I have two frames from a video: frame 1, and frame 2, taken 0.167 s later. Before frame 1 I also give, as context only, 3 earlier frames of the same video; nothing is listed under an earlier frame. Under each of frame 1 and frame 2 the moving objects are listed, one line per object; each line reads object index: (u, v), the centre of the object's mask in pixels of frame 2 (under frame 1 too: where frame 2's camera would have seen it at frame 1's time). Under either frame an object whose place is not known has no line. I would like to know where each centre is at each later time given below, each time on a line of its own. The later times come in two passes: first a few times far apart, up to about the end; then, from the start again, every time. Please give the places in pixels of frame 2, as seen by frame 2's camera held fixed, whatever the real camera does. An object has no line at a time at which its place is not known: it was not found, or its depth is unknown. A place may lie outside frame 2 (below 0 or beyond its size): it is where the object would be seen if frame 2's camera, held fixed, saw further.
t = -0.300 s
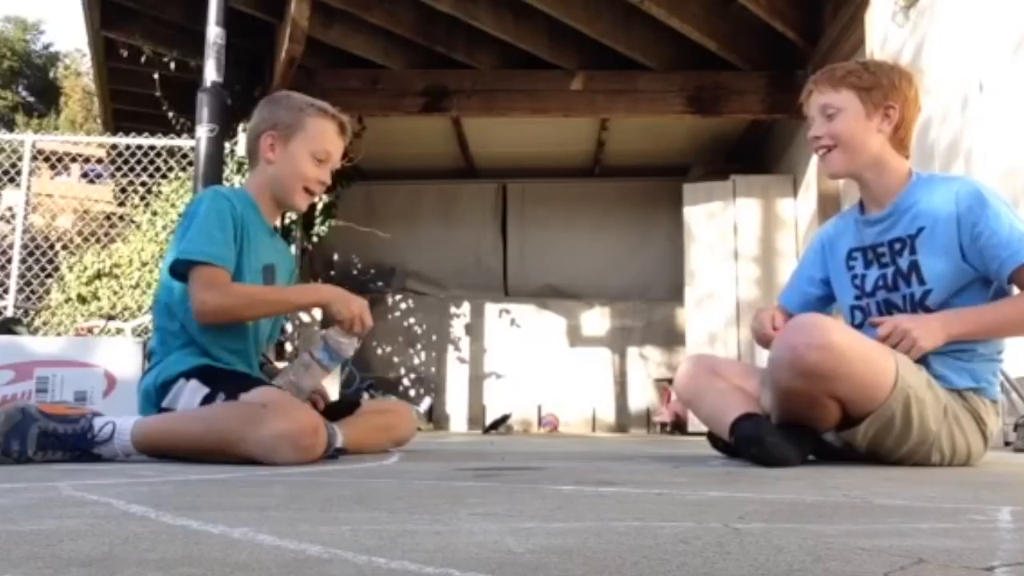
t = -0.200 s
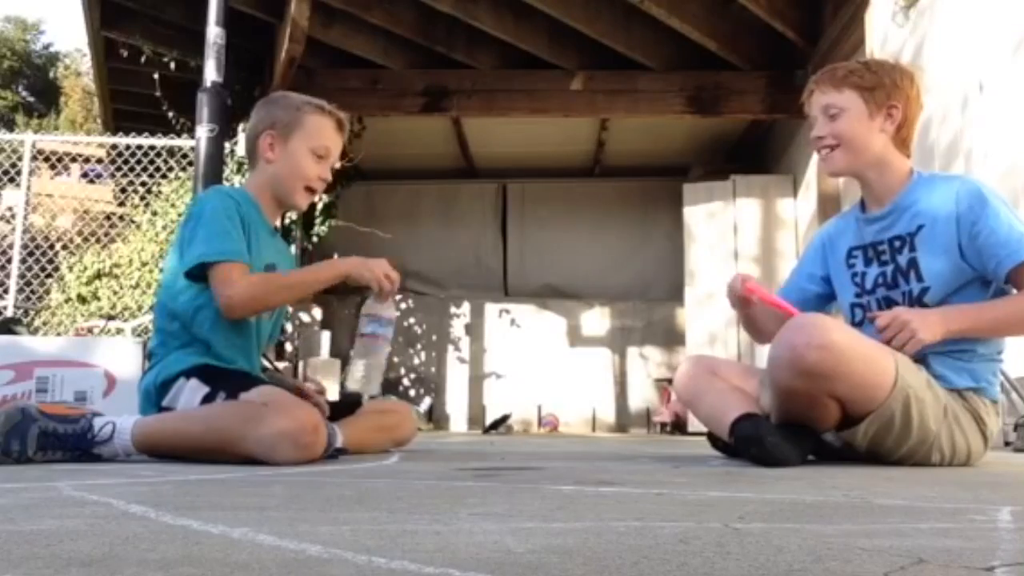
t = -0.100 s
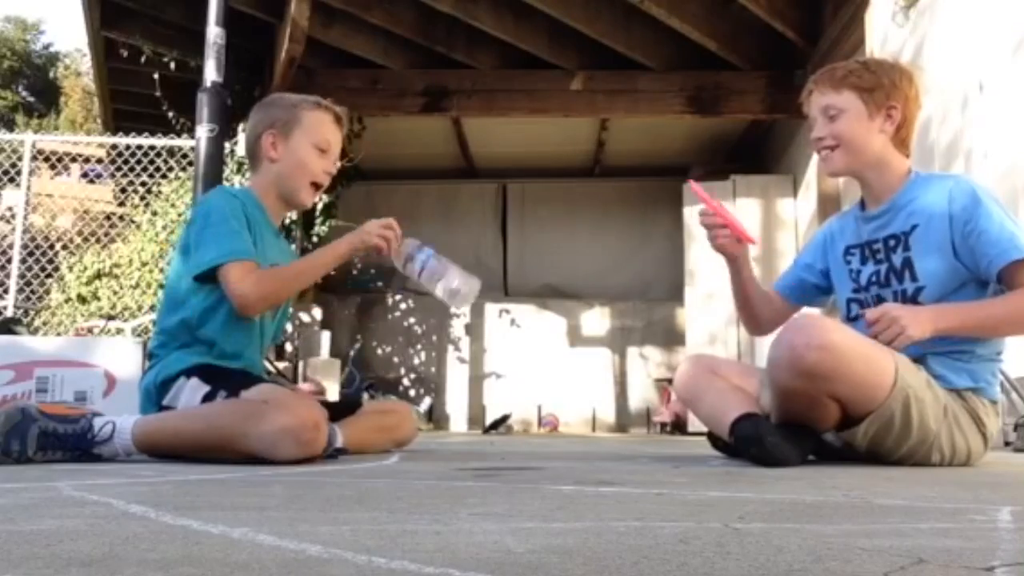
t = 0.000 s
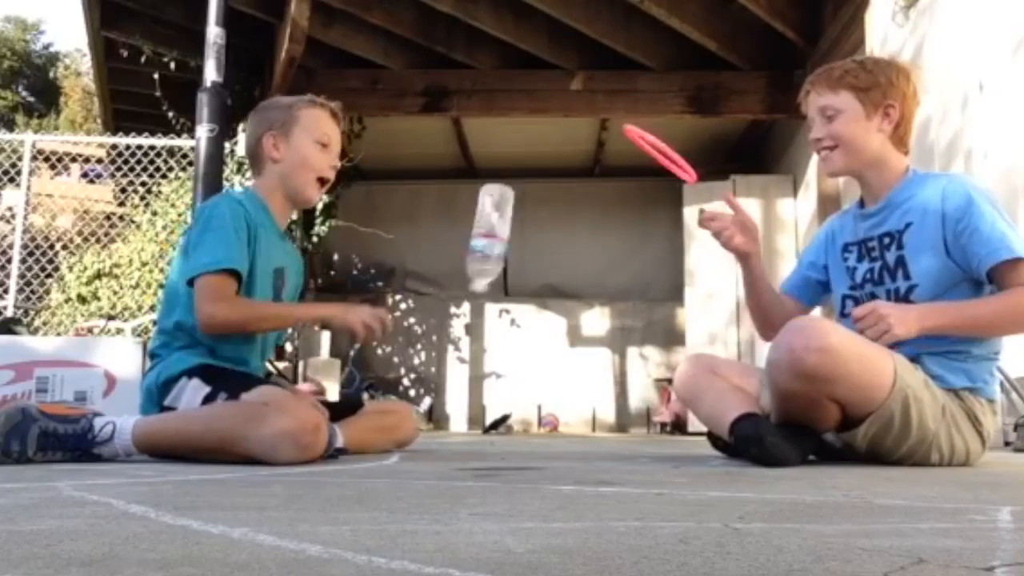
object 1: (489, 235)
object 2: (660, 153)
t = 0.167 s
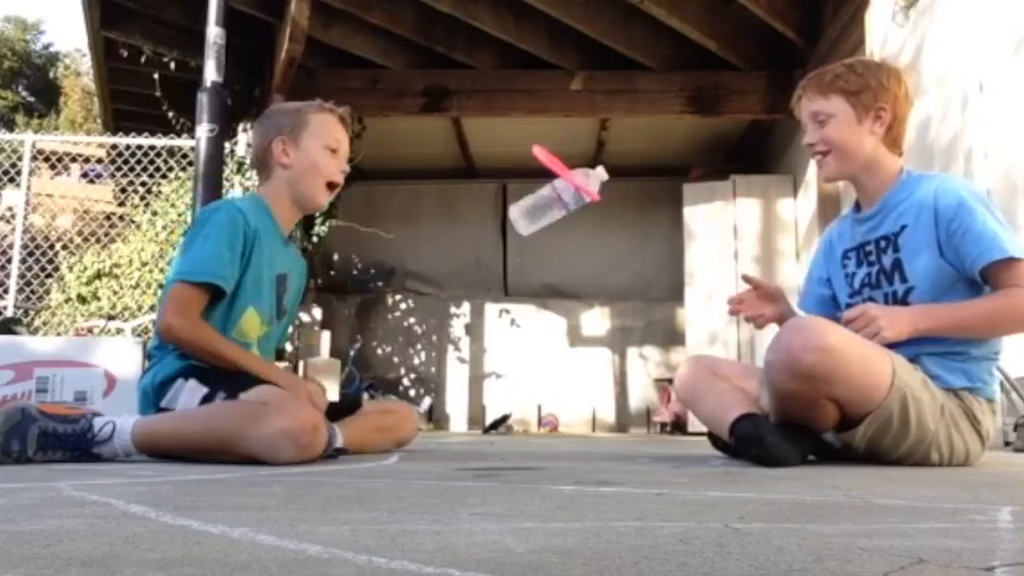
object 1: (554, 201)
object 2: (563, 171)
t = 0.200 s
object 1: (560, 215)
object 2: (558, 195)
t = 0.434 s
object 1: (591, 405)
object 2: (581, 451)
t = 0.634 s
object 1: (605, 403)
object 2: (581, 455)
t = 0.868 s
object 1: (601, 402)
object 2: (581, 455)
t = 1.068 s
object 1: (602, 401)
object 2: (581, 455)
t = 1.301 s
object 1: (601, 400)
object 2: (582, 455)
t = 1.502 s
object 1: (601, 380)
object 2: (569, 455)
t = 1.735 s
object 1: (601, 381)
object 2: (569, 455)
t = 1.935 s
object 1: (601, 384)
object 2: (572, 455)
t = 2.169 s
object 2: (574, 455)
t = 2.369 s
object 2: (579, 455)
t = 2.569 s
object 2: (586, 456)
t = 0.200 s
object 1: (560, 215)
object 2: (558, 195)
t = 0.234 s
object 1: (567, 235)
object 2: (553, 219)
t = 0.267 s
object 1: (574, 261)
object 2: (560, 252)
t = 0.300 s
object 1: (578, 292)
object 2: (555, 280)
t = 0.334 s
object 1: (586, 323)
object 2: (573, 327)
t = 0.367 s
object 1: (590, 370)
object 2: (595, 387)
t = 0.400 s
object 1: (593, 408)
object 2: (580, 426)
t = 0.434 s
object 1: (591, 405)
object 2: (581, 451)
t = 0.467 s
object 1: (590, 403)
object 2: (581, 448)
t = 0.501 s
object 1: (591, 402)
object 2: (580, 448)
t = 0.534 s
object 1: (594, 406)
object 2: (580, 455)
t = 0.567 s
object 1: (598, 405)
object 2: (579, 455)
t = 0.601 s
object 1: (603, 404)
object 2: (581, 455)
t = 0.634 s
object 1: (605, 403)
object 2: (581, 455)
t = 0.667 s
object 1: (604, 403)
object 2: (581, 455)
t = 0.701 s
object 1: (601, 403)
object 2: (581, 455)
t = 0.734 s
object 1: (600, 402)
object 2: (581, 455)
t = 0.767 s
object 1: (602, 403)
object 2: (581, 455)
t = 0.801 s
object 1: (602, 403)
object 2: (581, 455)
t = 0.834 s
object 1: (601, 402)
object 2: (581, 455)
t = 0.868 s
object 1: (601, 402)
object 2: (581, 455)
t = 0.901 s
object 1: (601, 401)
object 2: (581, 455)
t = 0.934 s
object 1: (601, 401)
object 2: (581, 455)
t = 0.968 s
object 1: (601, 401)
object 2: (581, 455)
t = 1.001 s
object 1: (602, 402)
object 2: (581, 455)
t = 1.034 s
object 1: (602, 401)
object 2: (581, 455)
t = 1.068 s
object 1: (602, 401)
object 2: (581, 455)
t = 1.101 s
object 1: (602, 401)
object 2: (581, 455)
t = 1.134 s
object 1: (601, 401)
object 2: (581, 455)
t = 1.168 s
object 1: (601, 401)
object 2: (581, 455)
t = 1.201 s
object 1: (601, 401)
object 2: (581, 455)
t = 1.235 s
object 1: (601, 401)
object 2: (581, 455)
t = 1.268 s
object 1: (601, 401)
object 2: (581, 455)
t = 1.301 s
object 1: (601, 400)
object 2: (582, 455)
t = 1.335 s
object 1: (600, 399)
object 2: (581, 455)
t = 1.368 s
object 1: (599, 394)
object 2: (580, 455)
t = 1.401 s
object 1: (599, 387)
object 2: (576, 455)
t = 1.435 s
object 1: (601, 377)
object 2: (572, 455)
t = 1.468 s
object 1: (601, 380)
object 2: (569, 455)
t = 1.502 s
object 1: (601, 380)
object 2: (569, 455)
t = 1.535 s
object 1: (601, 380)
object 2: (570, 455)
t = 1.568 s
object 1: (601, 380)
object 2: (569, 455)
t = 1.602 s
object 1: (601, 380)
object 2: (568, 455)
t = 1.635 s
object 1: (601, 381)
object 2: (568, 455)
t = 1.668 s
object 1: (601, 381)
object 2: (568, 455)
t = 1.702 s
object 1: (601, 381)
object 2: (569, 455)
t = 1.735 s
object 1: (601, 381)
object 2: (569, 455)
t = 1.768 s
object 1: (601, 381)
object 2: (569, 455)
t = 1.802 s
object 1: (601, 380)
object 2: (572, 455)
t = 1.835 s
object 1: (601, 380)
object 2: (572, 455)
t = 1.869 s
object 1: (601, 382)
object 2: (572, 455)
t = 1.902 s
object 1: (601, 383)
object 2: (571, 455)
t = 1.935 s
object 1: (601, 384)
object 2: (572, 455)
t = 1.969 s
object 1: (601, 384)
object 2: (571, 455)
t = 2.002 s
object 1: (601, 384)
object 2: (572, 455)
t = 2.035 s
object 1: (601, 383)
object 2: (572, 455)
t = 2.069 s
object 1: (601, 383)
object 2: (572, 455)
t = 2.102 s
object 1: (601, 382)
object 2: (572, 455)
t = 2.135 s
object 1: (601, 382)
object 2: (573, 455)
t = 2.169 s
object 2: (574, 455)
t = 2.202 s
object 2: (575, 455)
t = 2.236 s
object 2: (575, 455)
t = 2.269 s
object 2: (575, 455)
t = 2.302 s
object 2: (575, 455)
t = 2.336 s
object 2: (577, 455)
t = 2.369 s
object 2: (579, 455)
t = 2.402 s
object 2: (580, 455)
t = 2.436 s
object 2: (581, 455)
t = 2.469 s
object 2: (581, 455)
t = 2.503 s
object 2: (582, 455)
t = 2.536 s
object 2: (584, 455)
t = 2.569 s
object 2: (586, 456)
